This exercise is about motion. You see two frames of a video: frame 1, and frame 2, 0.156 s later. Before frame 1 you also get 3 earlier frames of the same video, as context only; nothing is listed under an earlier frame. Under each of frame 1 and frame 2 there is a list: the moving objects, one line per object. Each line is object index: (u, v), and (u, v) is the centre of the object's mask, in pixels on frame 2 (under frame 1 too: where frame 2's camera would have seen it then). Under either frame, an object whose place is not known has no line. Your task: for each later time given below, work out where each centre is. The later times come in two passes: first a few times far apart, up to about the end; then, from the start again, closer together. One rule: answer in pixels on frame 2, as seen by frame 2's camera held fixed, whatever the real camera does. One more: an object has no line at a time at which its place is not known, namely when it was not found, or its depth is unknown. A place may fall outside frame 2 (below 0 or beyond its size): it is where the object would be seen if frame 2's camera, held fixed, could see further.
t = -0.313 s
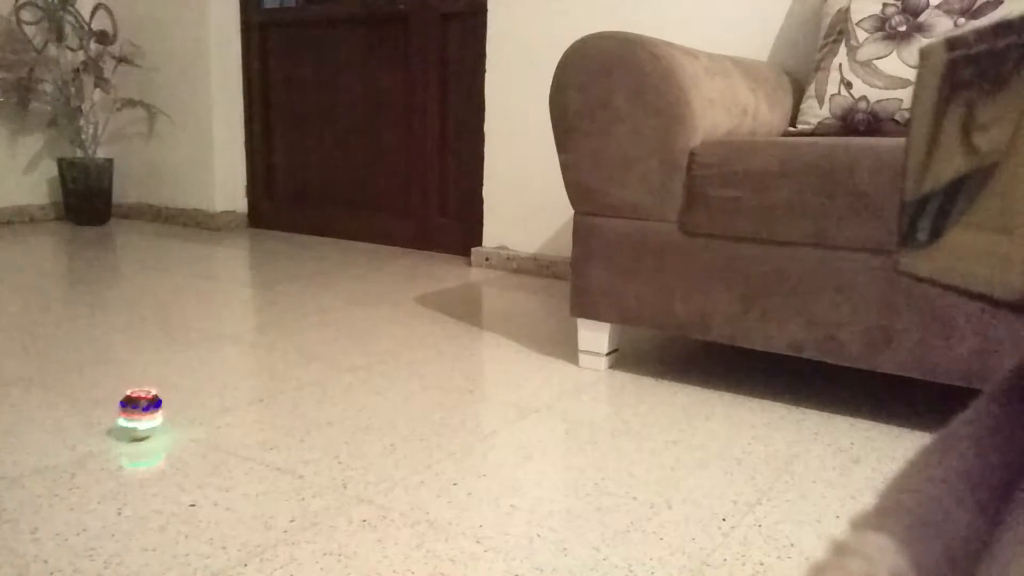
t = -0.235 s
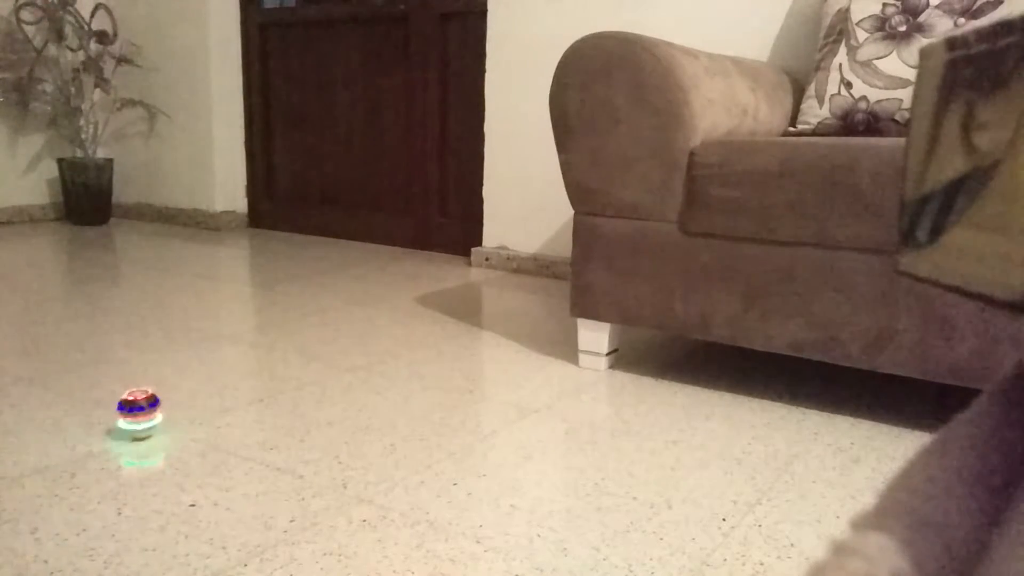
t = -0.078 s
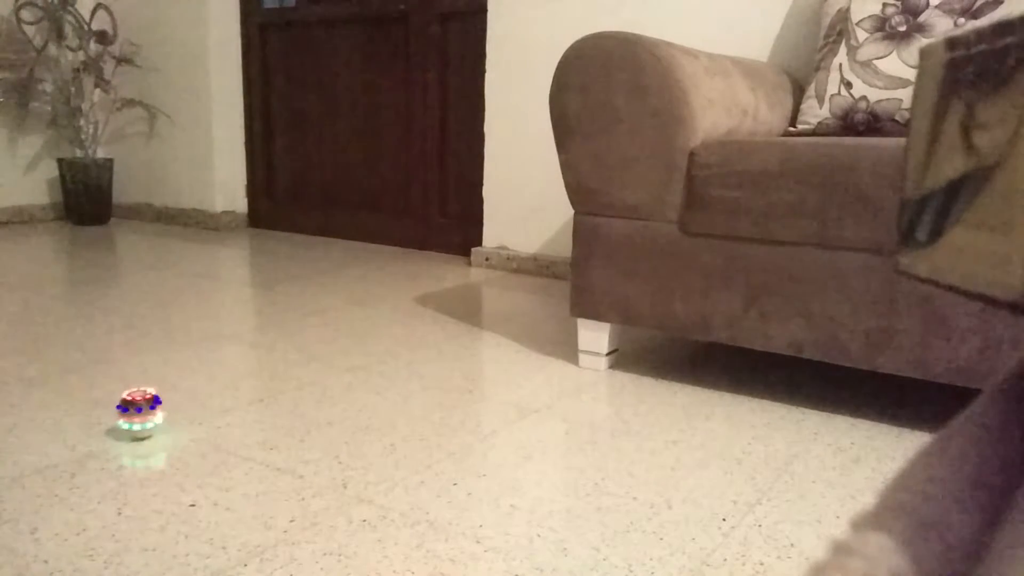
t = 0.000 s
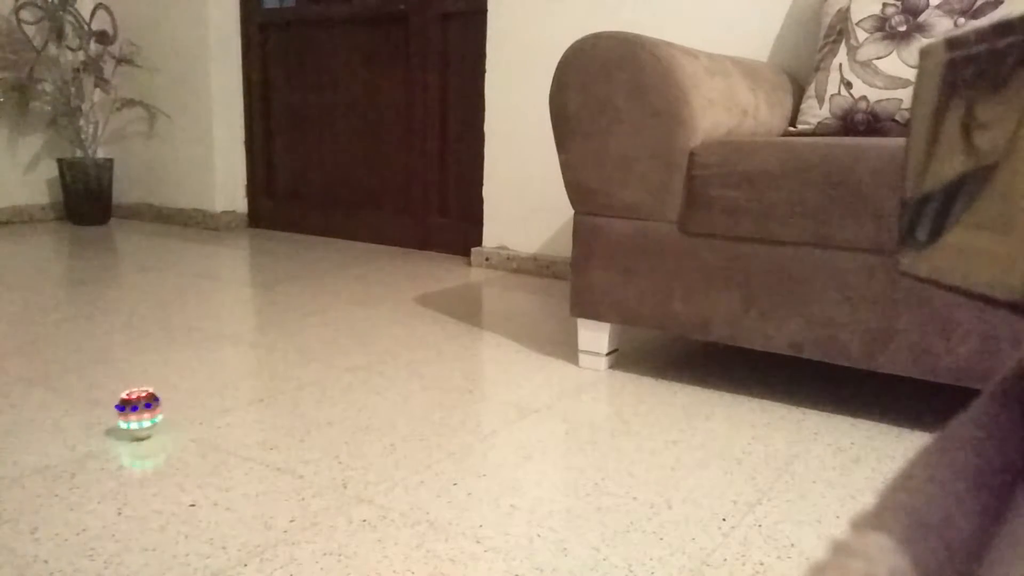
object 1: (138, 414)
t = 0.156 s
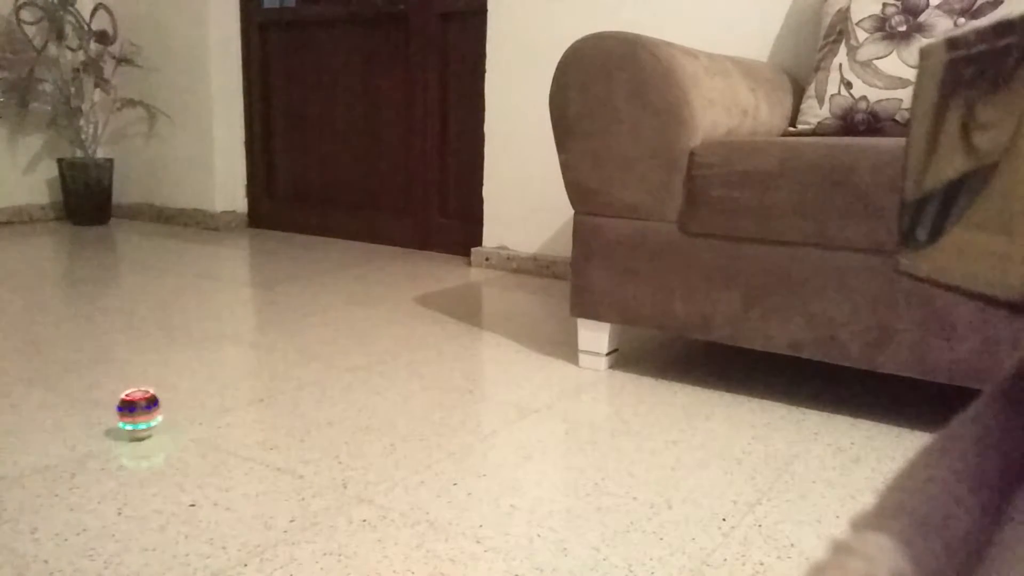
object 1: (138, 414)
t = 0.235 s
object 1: (138, 414)
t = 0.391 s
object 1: (138, 414)
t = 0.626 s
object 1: (136, 416)
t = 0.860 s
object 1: (132, 418)
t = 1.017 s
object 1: (132, 417)
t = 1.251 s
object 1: (135, 416)
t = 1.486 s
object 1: (133, 417)
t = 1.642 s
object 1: (129, 417)
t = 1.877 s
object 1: (132, 417)
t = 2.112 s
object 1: (127, 418)
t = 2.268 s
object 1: (132, 417)
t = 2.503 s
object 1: (129, 419)
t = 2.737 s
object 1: (125, 422)
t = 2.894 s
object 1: (116, 422)
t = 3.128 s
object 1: (120, 417)
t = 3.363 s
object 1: (134, 418)
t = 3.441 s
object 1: (131, 421)
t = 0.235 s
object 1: (138, 414)
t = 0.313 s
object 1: (139, 414)
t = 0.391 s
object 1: (138, 414)
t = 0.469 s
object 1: (136, 416)
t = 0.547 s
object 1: (132, 417)
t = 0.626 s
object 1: (136, 416)
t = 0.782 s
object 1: (137, 417)
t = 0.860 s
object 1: (132, 418)
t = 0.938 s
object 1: (130, 417)
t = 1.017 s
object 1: (132, 417)
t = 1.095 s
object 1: (135, 417)
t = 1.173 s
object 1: (137, 416)
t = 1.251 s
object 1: (135, 416)
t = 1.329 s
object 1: (133, 417)
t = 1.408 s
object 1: (130, 417)
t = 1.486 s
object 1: (133, 417)
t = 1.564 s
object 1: (133, 416)
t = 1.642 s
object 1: (129, 417)
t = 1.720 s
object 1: (129, 417)
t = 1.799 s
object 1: (131, 417)
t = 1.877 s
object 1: (132, 417)
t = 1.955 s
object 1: (130, 418)
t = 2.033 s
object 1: (126, 418)
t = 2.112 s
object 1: (127, 418)
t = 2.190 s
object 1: (131, 418)
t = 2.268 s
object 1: (132, 417)
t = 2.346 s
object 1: (133, 417)
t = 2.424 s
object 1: (131, 418)
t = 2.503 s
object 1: (129, 419)
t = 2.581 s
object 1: (131, 420)
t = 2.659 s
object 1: (127, 422)
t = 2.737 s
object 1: (125, 422)
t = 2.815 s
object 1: (117, 423)
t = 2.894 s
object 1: (116, 422)
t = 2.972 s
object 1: (113, 418)
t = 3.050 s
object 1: (117, 417)
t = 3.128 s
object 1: (120, 417)
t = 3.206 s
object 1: (122, 417)
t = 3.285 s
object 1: (126, 418)
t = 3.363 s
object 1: (134, 418)
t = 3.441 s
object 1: (131, 421)
